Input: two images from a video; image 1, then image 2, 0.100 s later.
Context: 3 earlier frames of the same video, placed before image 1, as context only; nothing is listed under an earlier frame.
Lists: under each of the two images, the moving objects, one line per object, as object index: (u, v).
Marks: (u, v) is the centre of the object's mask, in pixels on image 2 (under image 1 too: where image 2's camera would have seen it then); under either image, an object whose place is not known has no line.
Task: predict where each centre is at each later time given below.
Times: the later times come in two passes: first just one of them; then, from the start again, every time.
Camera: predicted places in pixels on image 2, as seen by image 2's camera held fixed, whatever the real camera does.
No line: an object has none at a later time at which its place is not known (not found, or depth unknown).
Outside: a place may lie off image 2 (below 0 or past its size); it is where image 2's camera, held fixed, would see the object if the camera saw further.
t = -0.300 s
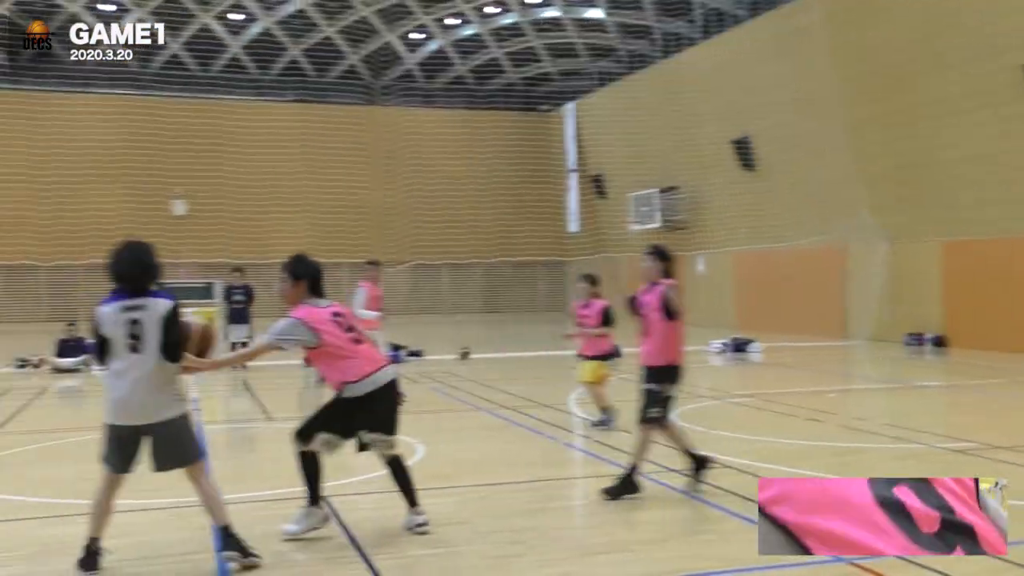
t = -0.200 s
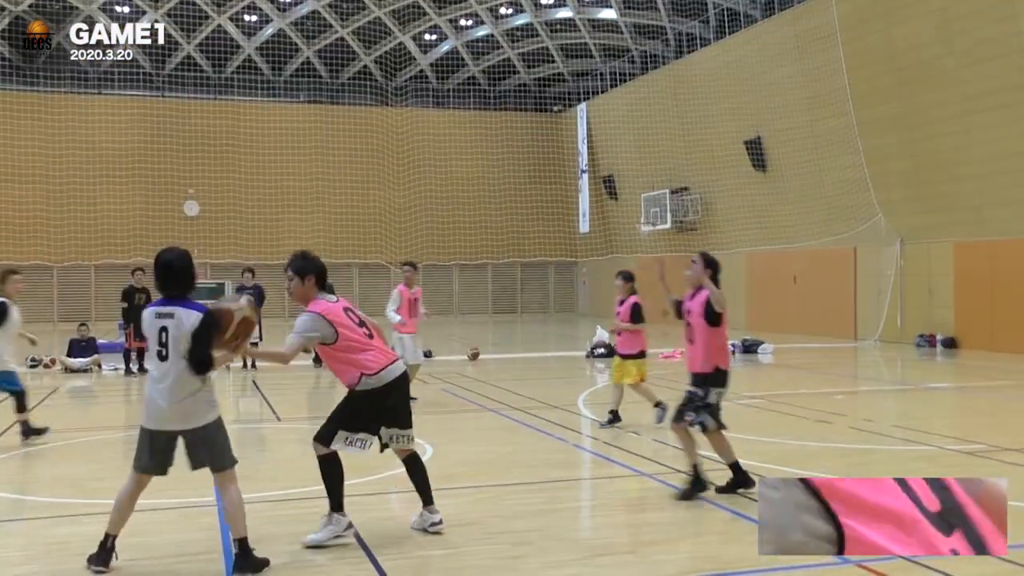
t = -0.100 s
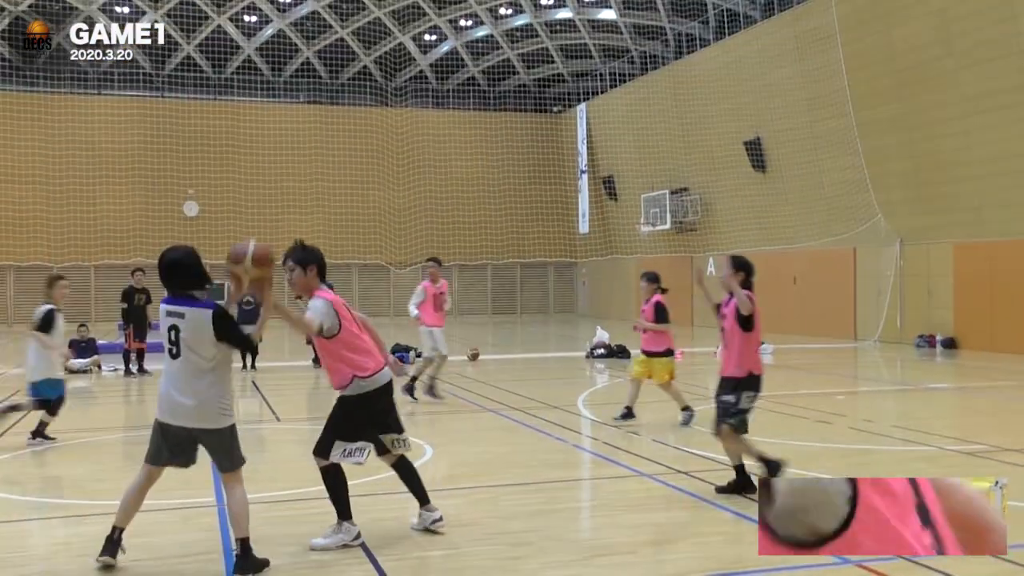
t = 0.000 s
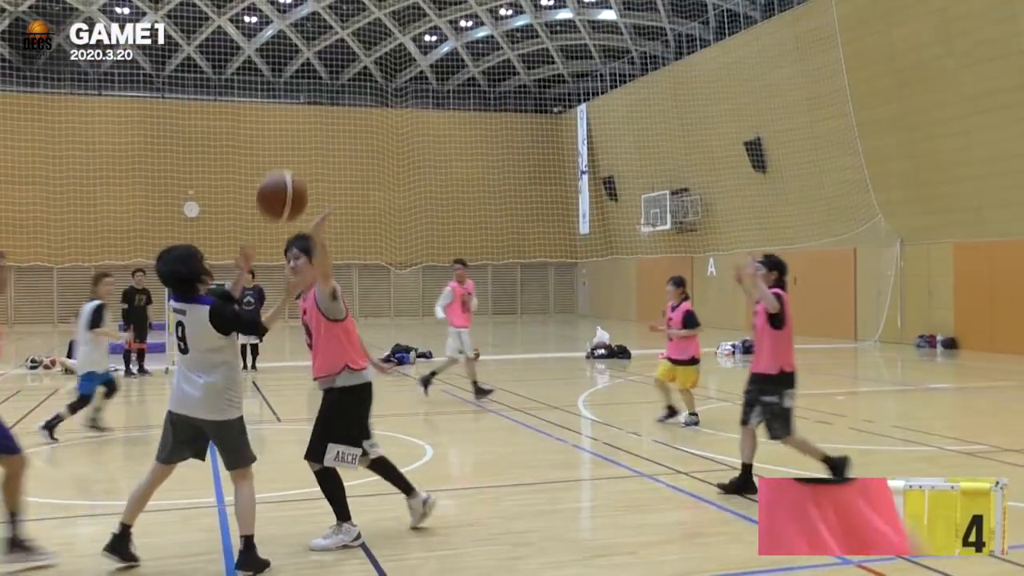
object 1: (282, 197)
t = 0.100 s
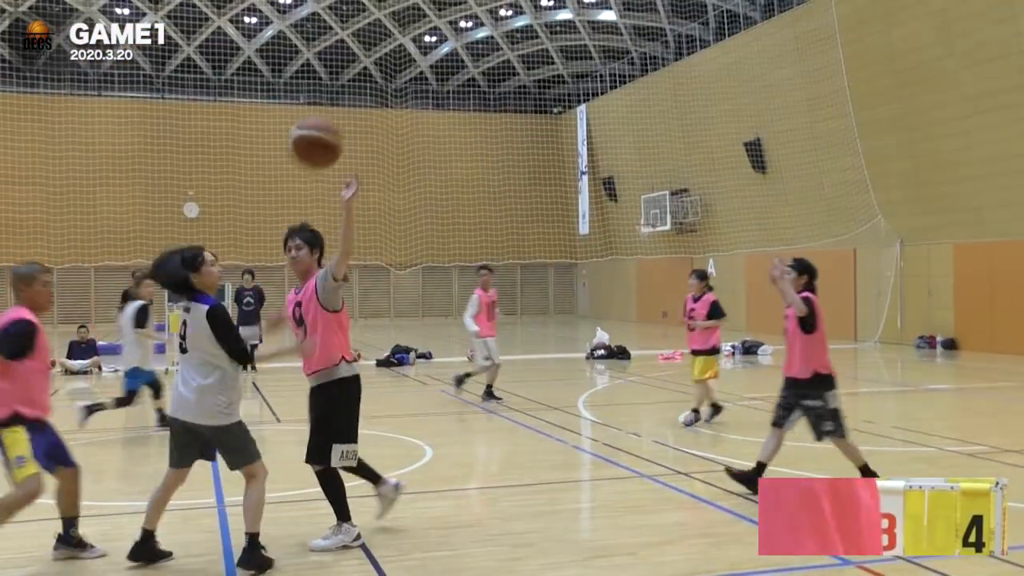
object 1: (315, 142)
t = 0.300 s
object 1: (397, 88)
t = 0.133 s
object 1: (327, 129)
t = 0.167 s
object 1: (339, 117)
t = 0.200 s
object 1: (353, 105)
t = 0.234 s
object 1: (367, 97)
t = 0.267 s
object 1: (380, 92)
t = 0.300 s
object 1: (397, 88)
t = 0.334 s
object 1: (413, 87)
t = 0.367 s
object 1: (429, 90)
